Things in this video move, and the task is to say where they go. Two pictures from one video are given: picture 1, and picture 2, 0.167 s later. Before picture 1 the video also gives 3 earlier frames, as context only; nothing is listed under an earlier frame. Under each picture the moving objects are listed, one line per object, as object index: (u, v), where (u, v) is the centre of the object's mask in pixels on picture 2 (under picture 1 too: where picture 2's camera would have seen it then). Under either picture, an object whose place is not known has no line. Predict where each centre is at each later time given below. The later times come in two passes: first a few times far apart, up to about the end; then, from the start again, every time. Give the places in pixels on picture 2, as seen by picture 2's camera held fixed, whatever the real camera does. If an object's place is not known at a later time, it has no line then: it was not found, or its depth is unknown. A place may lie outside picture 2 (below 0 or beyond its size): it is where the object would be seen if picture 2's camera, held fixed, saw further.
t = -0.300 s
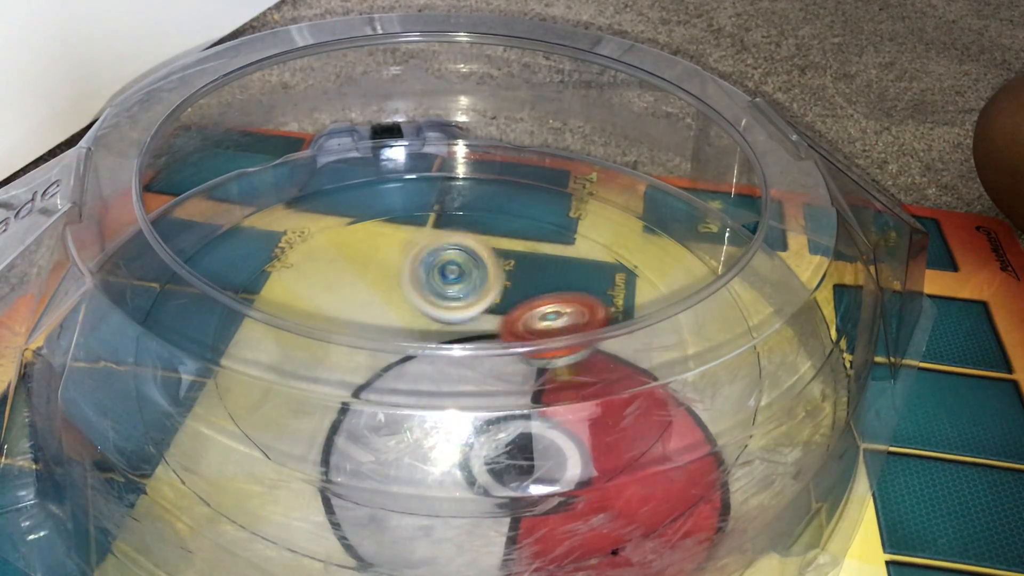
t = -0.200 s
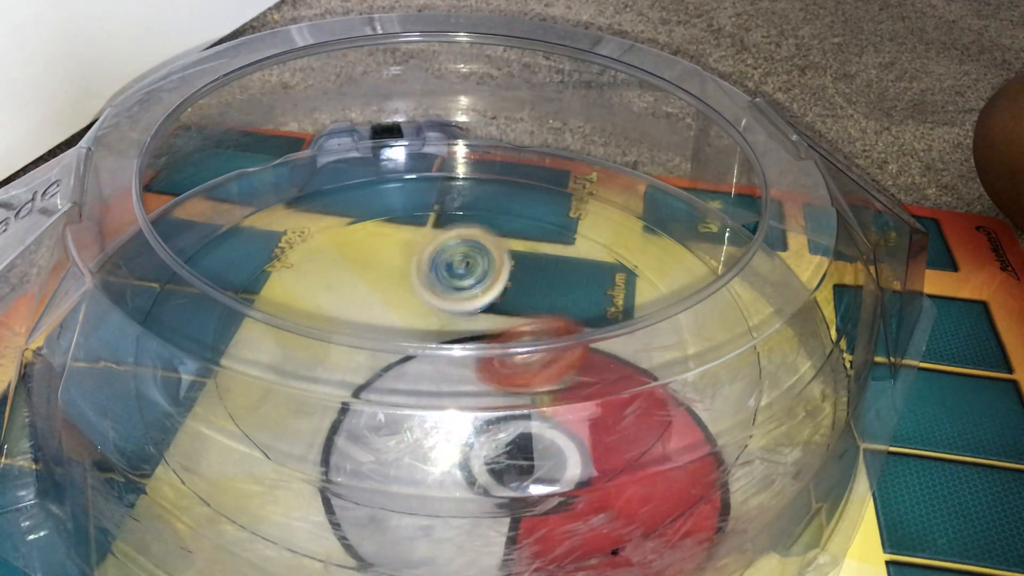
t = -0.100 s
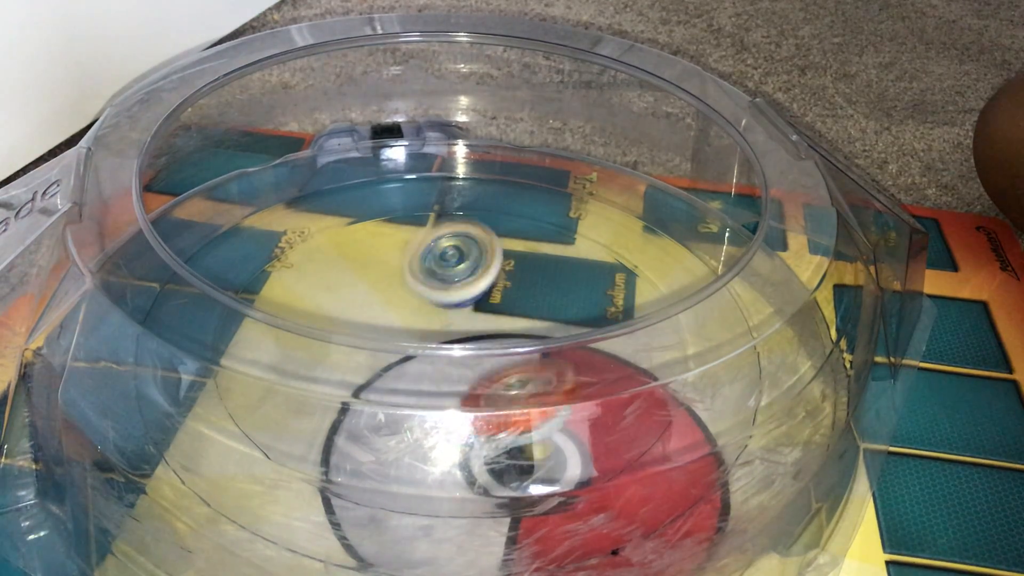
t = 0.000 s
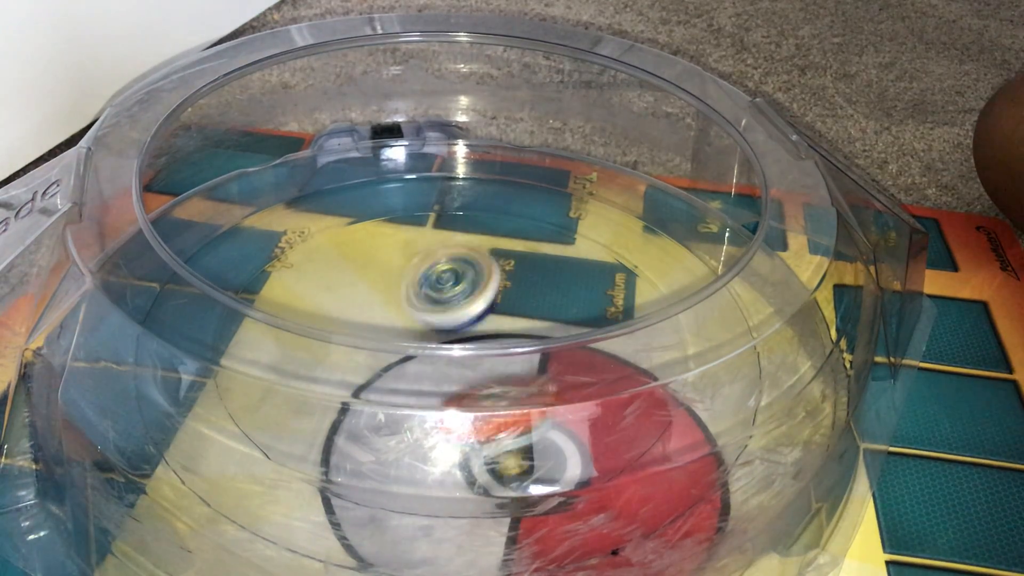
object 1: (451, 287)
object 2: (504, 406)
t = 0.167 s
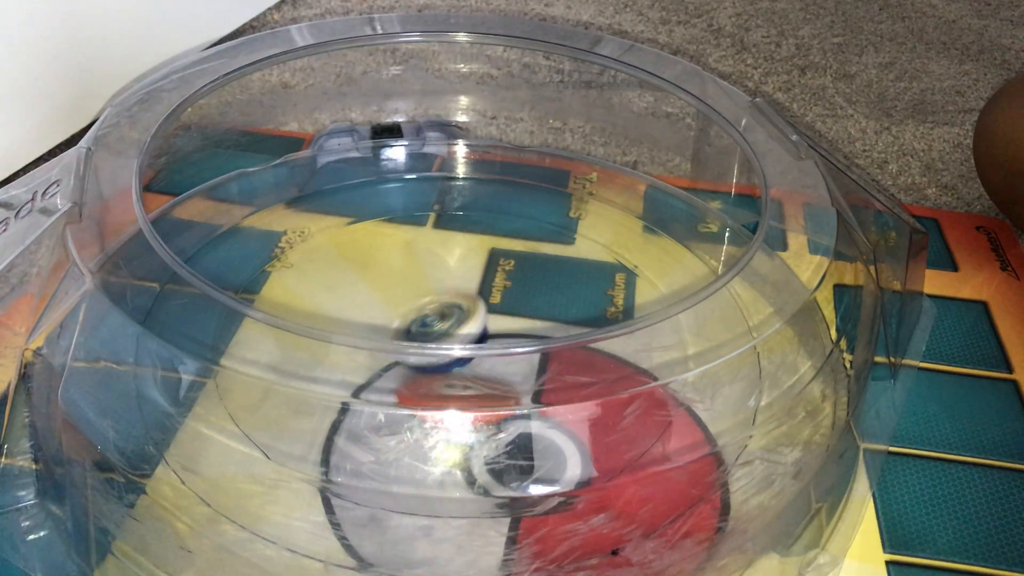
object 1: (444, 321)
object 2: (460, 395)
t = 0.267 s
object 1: (441, 338)
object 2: (423, 387)
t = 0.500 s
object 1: (463, 311)
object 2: (400, 366)
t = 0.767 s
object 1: (555, 273)
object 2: (348, 351)
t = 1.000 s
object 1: (566, 289)
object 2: (419, 361)
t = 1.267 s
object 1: (527, 361)
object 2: (394, 366)
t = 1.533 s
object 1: (481, 378)
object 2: (416, 327)
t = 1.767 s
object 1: (428, 380)
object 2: (465, 282)
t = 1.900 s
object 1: (455, 377)
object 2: (478, 280)
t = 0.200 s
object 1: (443, 325)
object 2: (447, 391)
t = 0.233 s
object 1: (441, 327)
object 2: (438, 388)
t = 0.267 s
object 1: (441, 338)
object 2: (423, 387)
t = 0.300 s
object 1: (443, 323)
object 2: (410, 388)
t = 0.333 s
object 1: (445, 321)
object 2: (399, 389)
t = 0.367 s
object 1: (454, 320)
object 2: (395, 387)
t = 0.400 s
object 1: (460, 316)
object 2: (393, 381)
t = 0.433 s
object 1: (463, 313)
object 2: (395, 379)
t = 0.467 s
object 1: (464, 312)
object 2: (399, 377)
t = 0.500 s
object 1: (463, 311)
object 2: (400, 366)
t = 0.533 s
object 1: (465, 308)
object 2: (404, 359)
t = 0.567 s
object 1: (474, 304)
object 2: (403, 354)
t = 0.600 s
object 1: (481, 302)
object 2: (404, 342)
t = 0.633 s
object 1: (487, 300)
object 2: (409, 342)
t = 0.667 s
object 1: (509, 291)
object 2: (386, 352)
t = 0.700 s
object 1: (525, 285)
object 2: (369, 351)
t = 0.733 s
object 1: (541, 278)
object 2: (354, 351)
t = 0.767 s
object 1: (555, 273)
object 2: (348, 351)
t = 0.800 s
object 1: (566, 271)
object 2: (348, 351)
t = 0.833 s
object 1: (573, 271)
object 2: (355, 352)
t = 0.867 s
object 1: (577, 273)
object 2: (367, 354)
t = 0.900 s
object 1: (578, 275)
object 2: (380, 355)
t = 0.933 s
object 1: (576, 280)
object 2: (393, 358)
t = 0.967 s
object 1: (571, 285)
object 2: (406, 360)
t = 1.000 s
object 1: (566, 289)
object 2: (419, 361)
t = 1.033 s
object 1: (558, 294)
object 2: (431, 361)
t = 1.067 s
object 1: (548, 302)
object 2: (443, 362)
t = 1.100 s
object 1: (537, 309)
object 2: (454, 362)
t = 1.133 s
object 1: (533, 314)
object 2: (445, 364)
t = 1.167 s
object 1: (534, 329)
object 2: (425, 367)
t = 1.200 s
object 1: (532, 342)
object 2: (409, 369)
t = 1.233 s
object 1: (531, 354)
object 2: (399, 369)
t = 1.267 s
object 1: (527, 361)
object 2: (394, 366)
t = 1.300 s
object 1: (523, 366)
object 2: (393, 363)
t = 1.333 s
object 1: (518, 379)
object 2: (396, 361)
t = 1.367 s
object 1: (509, 380)
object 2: (402, 359)
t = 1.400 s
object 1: (506, 380)
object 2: (404, 356)
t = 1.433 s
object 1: (506, 380)
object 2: (410, 356)
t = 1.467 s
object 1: (502, 376)
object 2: (413, 342)
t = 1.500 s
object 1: (484, 377)
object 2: (416, 338)
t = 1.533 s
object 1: (481, 378)
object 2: (416, 327)
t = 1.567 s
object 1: (474, 377)
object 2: (424, 321)
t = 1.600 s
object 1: (453, 380)
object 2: (437, 314)
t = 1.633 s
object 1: (443, 382)
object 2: (445, 305)
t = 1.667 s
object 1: (438, 383)
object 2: (453, 300)
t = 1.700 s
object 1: (438, 382)
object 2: (457, 293)
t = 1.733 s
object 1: (436, 382)
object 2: (462, 287)
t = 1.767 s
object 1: (428, 380)
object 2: (465, 282)
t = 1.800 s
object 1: (437, 376)
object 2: (468, 280)
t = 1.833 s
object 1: (444, 376)
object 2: (472, 278)
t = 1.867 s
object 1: (454, 376)
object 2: (475, 279)
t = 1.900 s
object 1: (455, 377)
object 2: (478, 280)
